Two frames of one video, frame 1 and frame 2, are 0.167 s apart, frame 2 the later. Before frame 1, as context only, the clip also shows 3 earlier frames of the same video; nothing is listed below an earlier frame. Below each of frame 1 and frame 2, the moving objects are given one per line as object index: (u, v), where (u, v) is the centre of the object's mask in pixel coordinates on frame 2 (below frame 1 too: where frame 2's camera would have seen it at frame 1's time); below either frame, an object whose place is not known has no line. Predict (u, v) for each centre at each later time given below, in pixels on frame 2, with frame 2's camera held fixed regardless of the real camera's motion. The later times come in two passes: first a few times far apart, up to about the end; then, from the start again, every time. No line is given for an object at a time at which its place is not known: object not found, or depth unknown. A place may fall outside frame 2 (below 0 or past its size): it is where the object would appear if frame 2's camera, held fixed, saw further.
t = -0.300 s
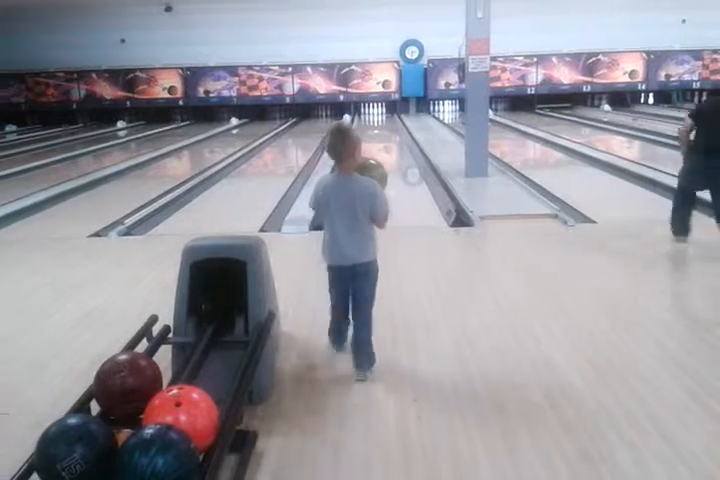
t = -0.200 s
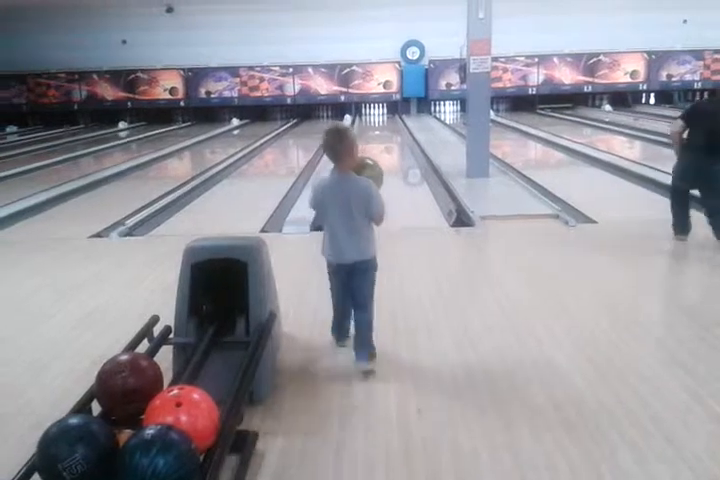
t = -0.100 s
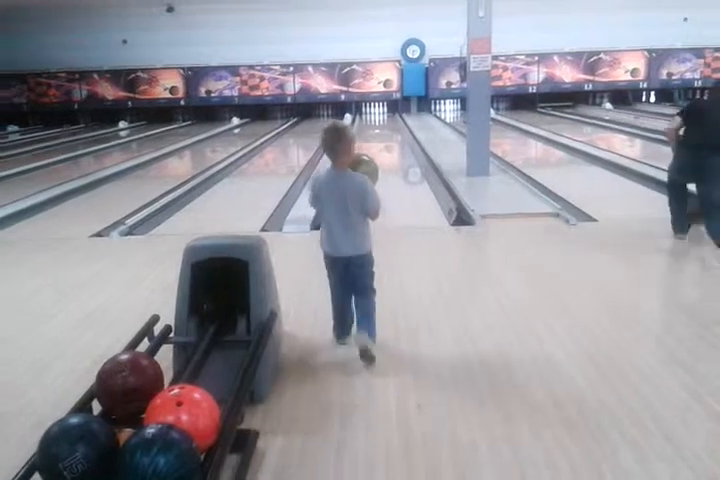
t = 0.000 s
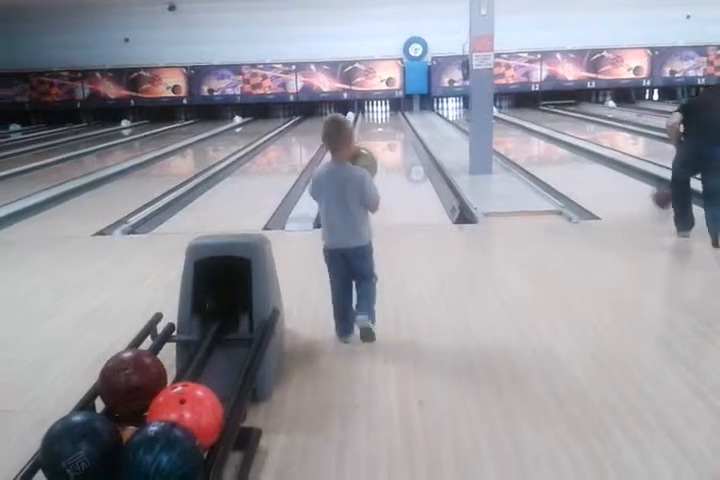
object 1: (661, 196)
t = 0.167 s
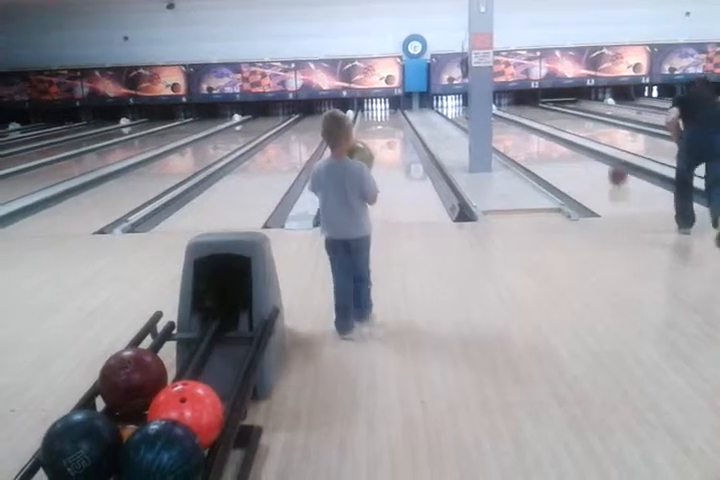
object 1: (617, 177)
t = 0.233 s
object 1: (603, 170)
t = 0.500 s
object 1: (560, 150)
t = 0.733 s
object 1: (534, 139)
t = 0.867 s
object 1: (522, 135)
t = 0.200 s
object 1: (610, 173)
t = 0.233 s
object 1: (603, 170)
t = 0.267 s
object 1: (597, 167)
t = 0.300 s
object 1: (590, 164)
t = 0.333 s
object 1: (584, 161)
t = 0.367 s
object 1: (579, 159)
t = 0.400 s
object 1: (574, 156)
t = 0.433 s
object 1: (569, 154)
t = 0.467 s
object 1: (565, 152)
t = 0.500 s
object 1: (560, 150)
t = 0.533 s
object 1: (555, 148)
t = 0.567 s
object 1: (552, 146)
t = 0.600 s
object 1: (547, 145)
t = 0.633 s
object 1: (543, 143)
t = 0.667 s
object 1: (541, 142)
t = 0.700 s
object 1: (537, 141)
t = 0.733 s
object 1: (534, 139)
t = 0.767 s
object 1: (530, 137)
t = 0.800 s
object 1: (528, 136)
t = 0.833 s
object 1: (524, 136)
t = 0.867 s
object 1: (522, 135)
